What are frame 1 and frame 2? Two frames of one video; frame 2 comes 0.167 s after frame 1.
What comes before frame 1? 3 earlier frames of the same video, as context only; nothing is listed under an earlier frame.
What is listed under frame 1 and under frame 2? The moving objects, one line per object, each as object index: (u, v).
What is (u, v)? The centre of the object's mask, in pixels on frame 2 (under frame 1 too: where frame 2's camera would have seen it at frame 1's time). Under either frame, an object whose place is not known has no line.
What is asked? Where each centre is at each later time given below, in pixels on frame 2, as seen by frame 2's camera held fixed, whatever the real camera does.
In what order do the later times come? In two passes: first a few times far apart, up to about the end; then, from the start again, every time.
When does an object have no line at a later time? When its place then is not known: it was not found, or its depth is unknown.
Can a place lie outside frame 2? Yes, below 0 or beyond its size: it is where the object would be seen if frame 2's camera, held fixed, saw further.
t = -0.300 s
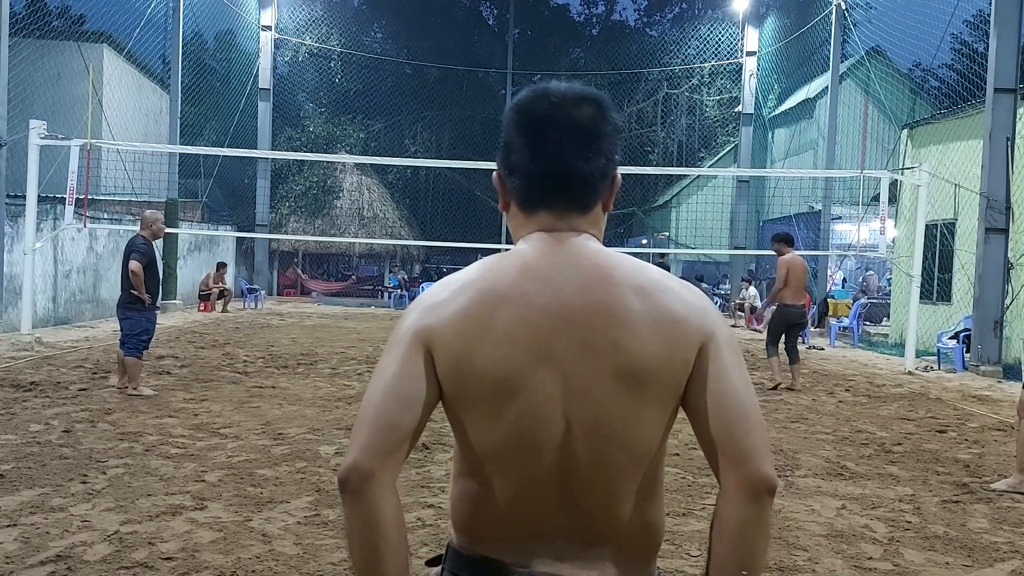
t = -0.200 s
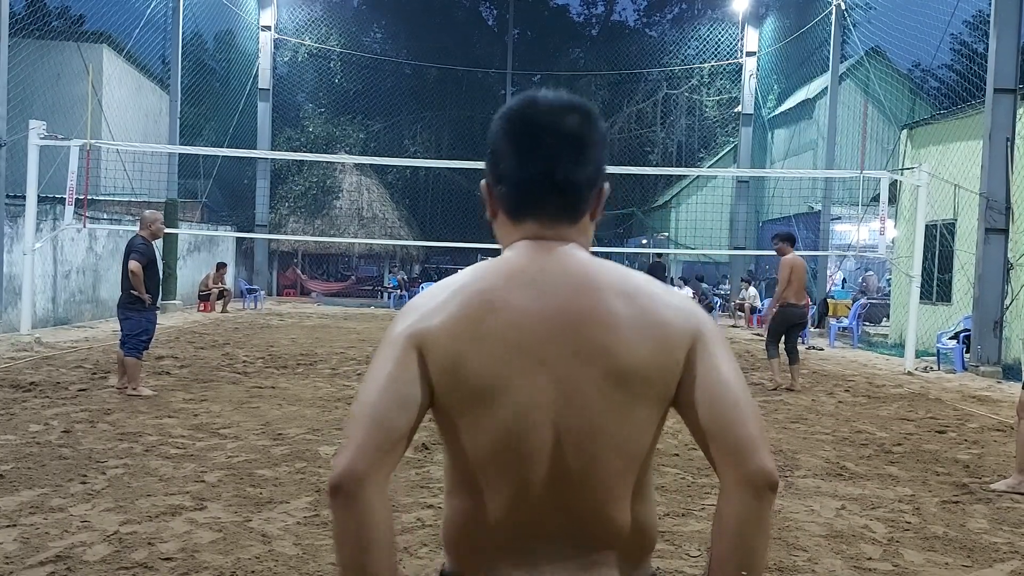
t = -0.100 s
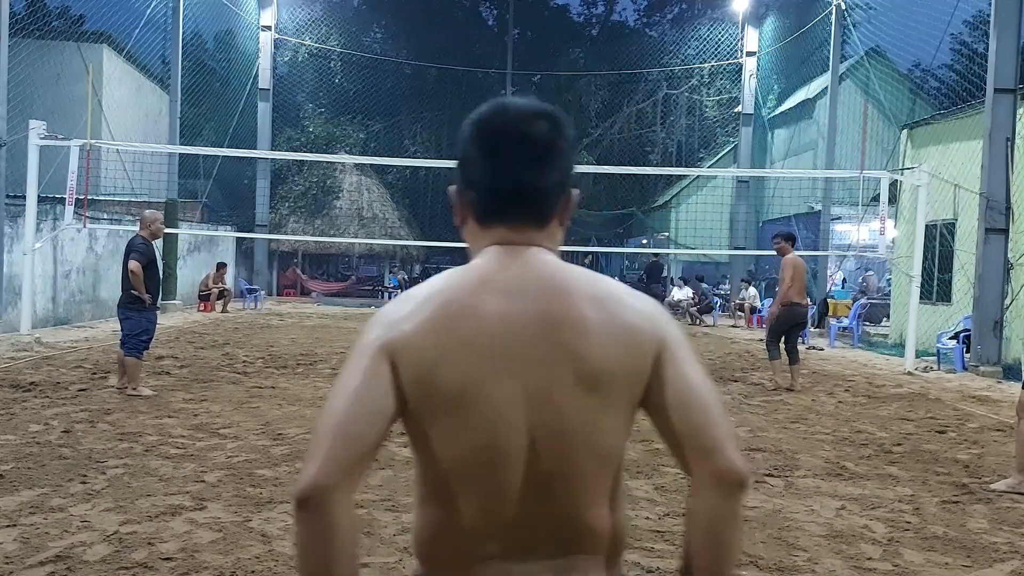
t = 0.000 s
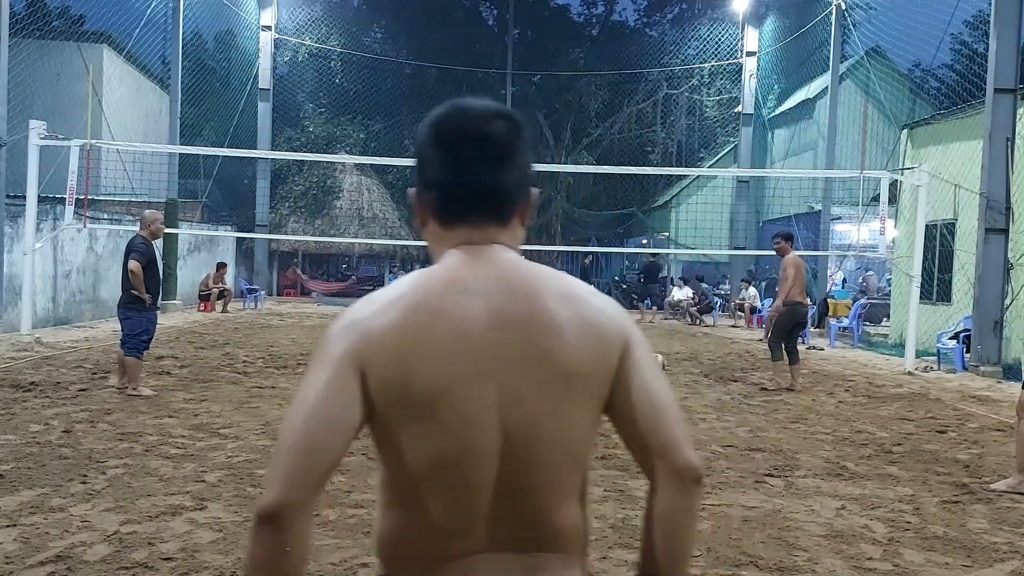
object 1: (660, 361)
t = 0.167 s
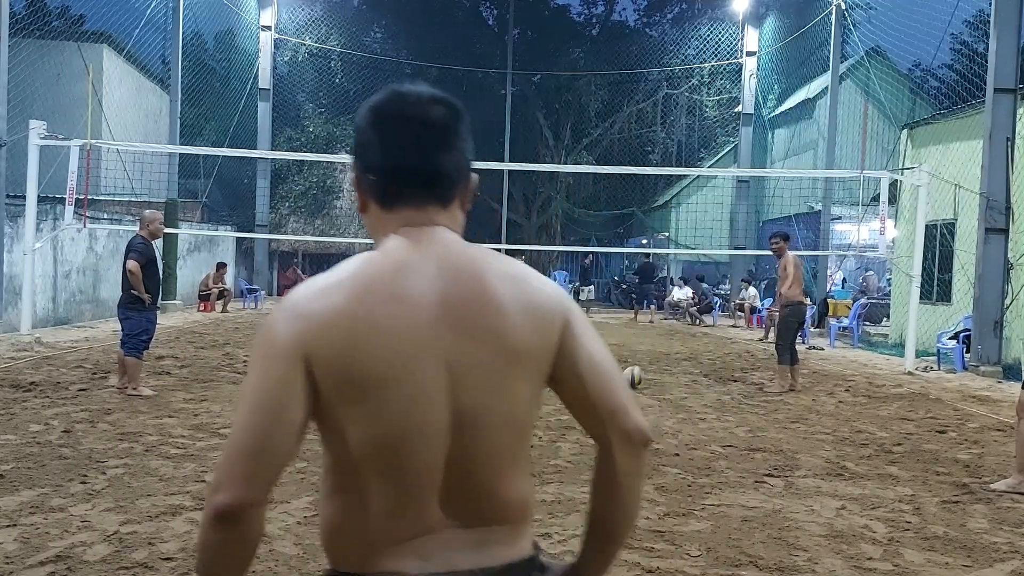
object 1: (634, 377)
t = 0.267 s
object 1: (619, 376)
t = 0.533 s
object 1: (577, 392)
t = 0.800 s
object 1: (528, 403)
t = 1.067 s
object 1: (475, 415)
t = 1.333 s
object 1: (417, 419)
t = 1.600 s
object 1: (349, 447)
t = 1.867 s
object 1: (270, 461)
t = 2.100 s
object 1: (189, 476)
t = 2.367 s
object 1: (90, 492)
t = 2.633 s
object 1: (4, 504)
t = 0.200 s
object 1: (629, 379)
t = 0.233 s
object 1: (624, 377)
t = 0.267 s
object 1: (619, 376)
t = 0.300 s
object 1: (613, 375)
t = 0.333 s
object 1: (608, 376)
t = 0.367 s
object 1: (605, 377)
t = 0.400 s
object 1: (599, 380)
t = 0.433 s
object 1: (593, 385)
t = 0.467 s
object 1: (588, 390)
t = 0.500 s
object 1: (581, 390)
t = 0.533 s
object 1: (577, 392)
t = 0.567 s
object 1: (570, 394)
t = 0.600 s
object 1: (566, 395)
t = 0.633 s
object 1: (559, 397)
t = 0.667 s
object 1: (553, 398)
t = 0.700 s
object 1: (546, 402)
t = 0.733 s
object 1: (540, 404)
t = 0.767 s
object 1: (534, 404)
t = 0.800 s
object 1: (528, 403)
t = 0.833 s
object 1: (522, 401)
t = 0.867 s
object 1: (515, 399)
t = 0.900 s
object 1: (508, 400)
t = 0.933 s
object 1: (503, 402)
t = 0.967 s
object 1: (496, 405)
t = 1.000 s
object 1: (489, 411)
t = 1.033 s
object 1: (482, 414)
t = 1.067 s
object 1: (475, 415)
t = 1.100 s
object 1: (468, 416)
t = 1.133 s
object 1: (462, 420)
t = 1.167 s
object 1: (454, 425)
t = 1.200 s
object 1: (446, 426)
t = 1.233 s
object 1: (439, 423)
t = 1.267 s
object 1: (432, 420)
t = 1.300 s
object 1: (425, 419)
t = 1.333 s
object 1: (417, 419)
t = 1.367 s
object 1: (408, 422)
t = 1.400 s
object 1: (401, 426)
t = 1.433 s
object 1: (393, 431)
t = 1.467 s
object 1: (383, 438)
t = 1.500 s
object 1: (375, 439)
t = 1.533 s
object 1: (366, 440)
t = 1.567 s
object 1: (357, 443)
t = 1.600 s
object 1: (349, 447)
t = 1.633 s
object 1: (339, 445)
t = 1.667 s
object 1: (330, 446)
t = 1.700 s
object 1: (320, 447)
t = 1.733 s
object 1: (309, 450)
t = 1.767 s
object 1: (300, 457)
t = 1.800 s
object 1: (291, 460)
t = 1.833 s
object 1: (281, 460)
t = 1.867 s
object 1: (270, 461)
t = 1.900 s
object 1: (260, 466)
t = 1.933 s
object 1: (248, 467)
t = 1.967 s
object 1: (236, 468)
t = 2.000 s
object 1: (224, 470)
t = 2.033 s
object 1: (212, 472)
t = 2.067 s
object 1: (201, 473)
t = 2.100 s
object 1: (189, 476)
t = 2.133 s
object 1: (178, 478)
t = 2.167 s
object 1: (166, 479)
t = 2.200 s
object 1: (153, 481)
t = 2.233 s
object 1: (140, 483)
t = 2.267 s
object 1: (128, 485)
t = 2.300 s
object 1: (115, 486)
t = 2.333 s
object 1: (102, 488)
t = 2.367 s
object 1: (90, 492)
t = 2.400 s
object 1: (78, 494)
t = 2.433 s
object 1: (66, 493)
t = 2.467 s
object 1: (53, 495)
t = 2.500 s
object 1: (40, 497)
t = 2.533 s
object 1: (25, 501)
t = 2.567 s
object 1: (17, 502)
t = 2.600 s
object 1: (10, 502)
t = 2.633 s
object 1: (4, 504)
